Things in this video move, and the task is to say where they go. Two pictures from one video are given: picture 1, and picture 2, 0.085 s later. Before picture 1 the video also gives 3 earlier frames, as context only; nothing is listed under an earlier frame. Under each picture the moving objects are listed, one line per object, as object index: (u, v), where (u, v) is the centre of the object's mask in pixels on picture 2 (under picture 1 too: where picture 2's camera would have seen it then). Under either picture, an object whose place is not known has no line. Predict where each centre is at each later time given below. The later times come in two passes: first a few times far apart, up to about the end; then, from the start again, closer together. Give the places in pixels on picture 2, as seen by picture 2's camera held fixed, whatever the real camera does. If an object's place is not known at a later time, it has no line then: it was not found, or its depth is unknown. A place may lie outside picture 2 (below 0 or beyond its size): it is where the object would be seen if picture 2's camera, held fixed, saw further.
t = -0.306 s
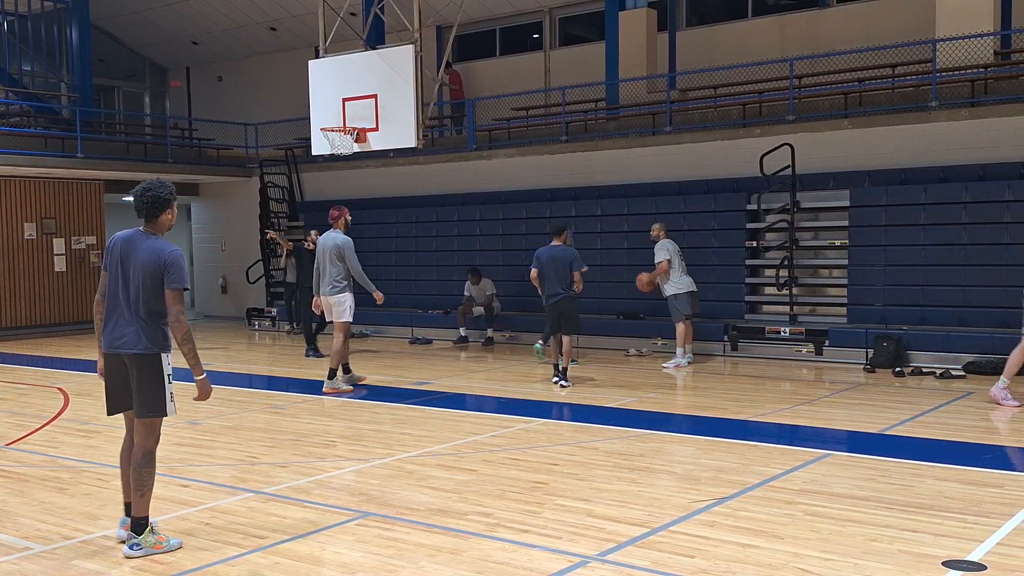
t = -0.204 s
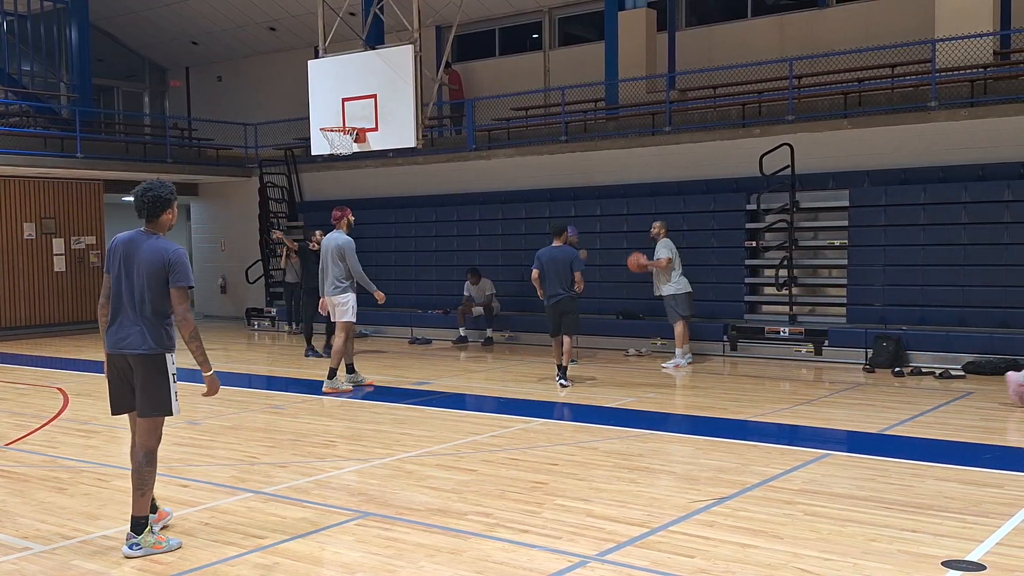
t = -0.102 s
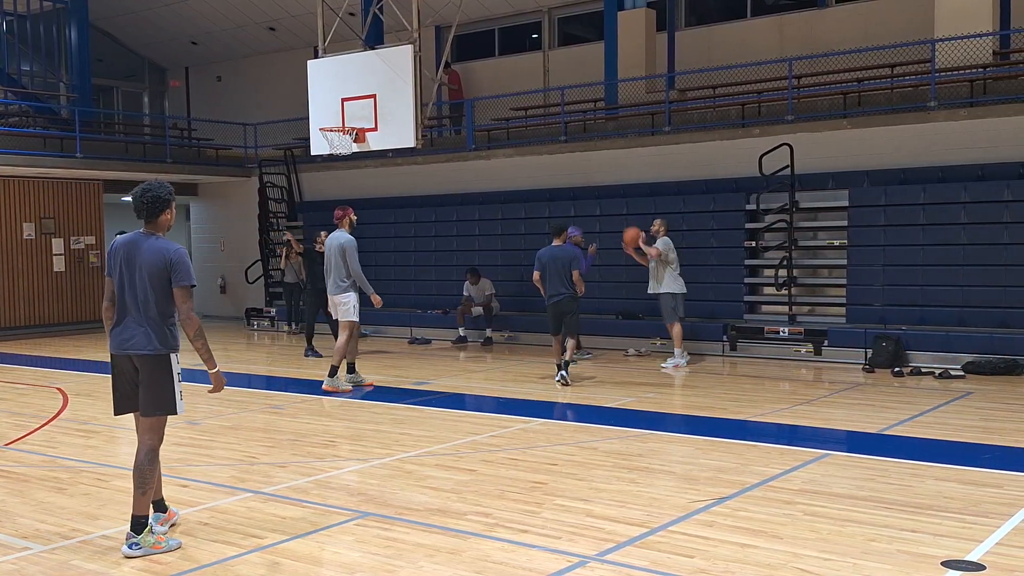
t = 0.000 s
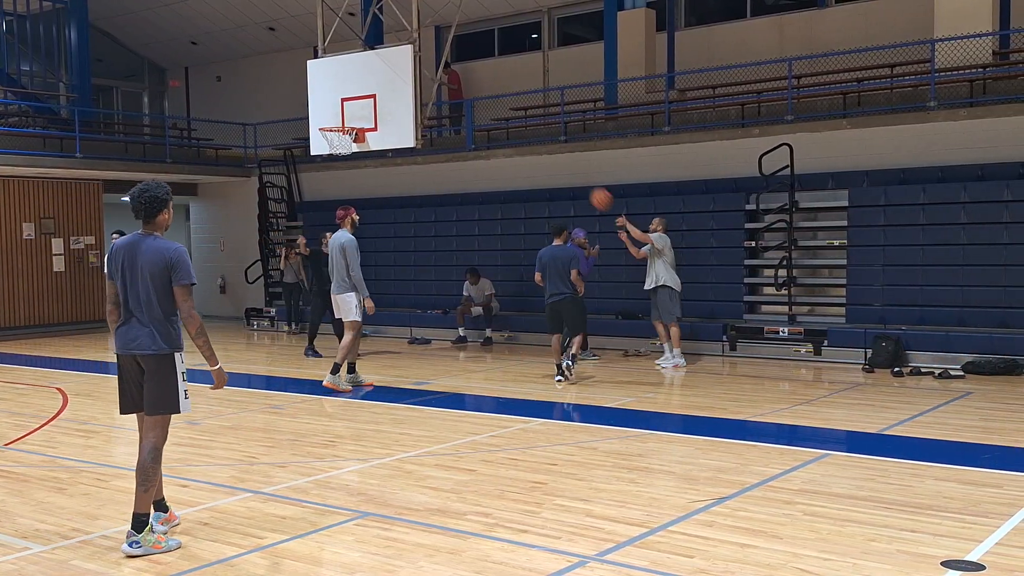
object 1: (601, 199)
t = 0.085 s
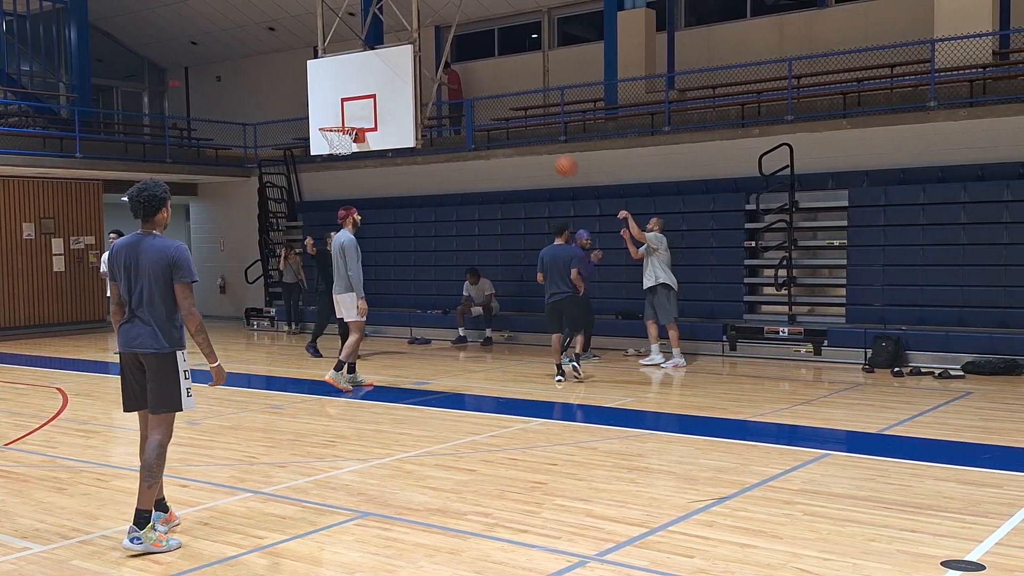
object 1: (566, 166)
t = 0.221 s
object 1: (506, 123)
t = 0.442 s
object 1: (402, 82)
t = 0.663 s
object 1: (287, 83)
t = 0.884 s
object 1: (161, 133)
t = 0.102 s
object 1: (558, 160)
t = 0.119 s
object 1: (551, 154)
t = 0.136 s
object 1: (544, 148)
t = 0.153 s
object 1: (536, 142)
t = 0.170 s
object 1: (529, 137)
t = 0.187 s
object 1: (521, 132)
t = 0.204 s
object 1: (514, 128)
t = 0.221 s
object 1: (506, 123)
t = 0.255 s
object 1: (491, 114)
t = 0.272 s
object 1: (483, 110)
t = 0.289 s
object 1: (476, 107)
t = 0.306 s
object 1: (466, 103)
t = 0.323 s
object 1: (460, 99)
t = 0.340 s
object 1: (452, 97)
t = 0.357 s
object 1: (444, 94)
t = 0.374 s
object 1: (437, 91)
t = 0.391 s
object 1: (428, 89)
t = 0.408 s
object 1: (421, 86)
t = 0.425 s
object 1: (412, 84)
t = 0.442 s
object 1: (402, 82)
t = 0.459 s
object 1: (394, 81)
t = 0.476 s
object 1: (385, 79)
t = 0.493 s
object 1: (377, 78)
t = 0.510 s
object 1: (368, 77)
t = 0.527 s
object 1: (359, 77)
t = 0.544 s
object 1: (350, 77)
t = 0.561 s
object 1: (342, 77)
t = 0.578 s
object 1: (333, 77)
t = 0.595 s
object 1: (324, 77)
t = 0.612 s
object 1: (313, 78)
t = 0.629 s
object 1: (304, 80)
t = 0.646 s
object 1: (295, 81)
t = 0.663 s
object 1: (287, 83)
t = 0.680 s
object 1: (278, 85)
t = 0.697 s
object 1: (269, 87)
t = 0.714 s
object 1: (259, 89)
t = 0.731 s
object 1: (250, 92)
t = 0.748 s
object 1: (240, 95)
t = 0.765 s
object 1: (231, 99)
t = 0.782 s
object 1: (221, 103)
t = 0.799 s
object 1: (211, 107)
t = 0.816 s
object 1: (202, 111)
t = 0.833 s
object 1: (192, 116)
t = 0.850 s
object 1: (181, 122)
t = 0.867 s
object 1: (171, 127)
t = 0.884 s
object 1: (161, 133)
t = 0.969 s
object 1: (110, 167)
